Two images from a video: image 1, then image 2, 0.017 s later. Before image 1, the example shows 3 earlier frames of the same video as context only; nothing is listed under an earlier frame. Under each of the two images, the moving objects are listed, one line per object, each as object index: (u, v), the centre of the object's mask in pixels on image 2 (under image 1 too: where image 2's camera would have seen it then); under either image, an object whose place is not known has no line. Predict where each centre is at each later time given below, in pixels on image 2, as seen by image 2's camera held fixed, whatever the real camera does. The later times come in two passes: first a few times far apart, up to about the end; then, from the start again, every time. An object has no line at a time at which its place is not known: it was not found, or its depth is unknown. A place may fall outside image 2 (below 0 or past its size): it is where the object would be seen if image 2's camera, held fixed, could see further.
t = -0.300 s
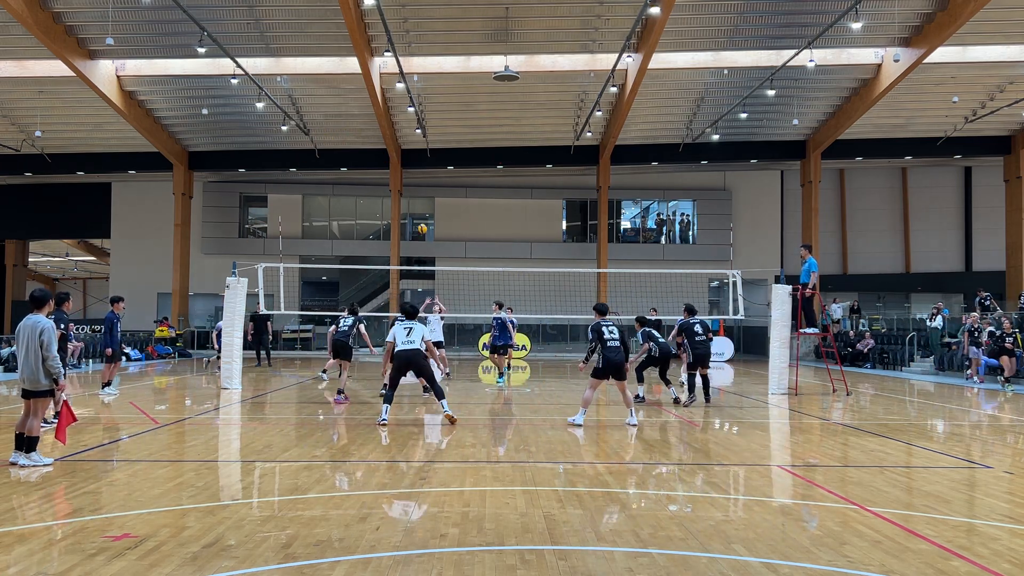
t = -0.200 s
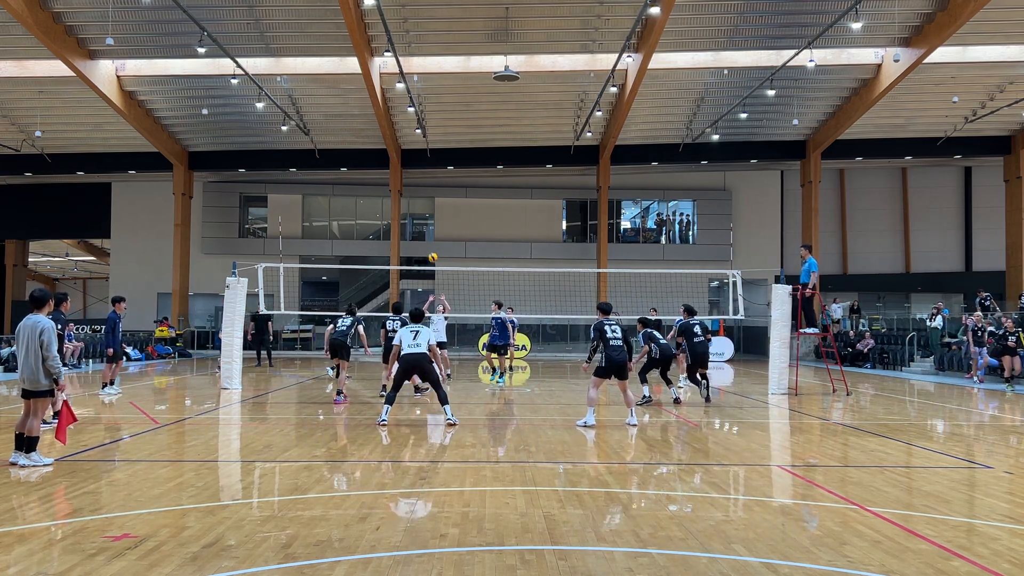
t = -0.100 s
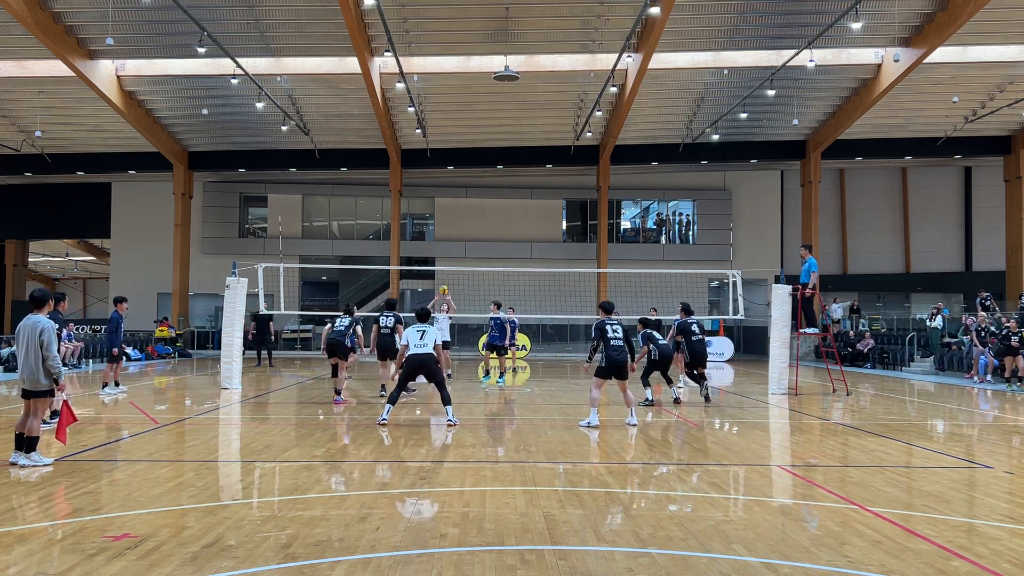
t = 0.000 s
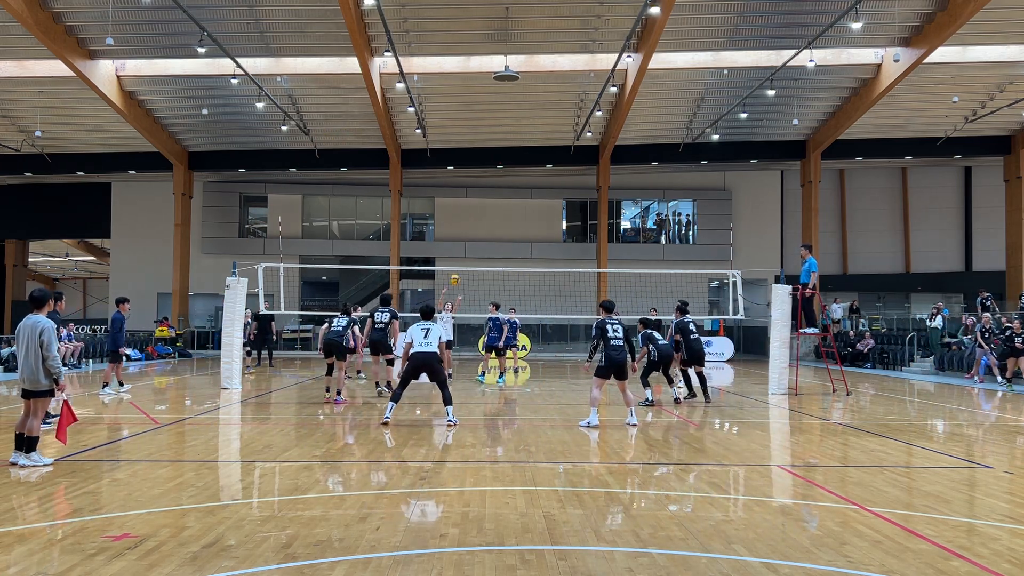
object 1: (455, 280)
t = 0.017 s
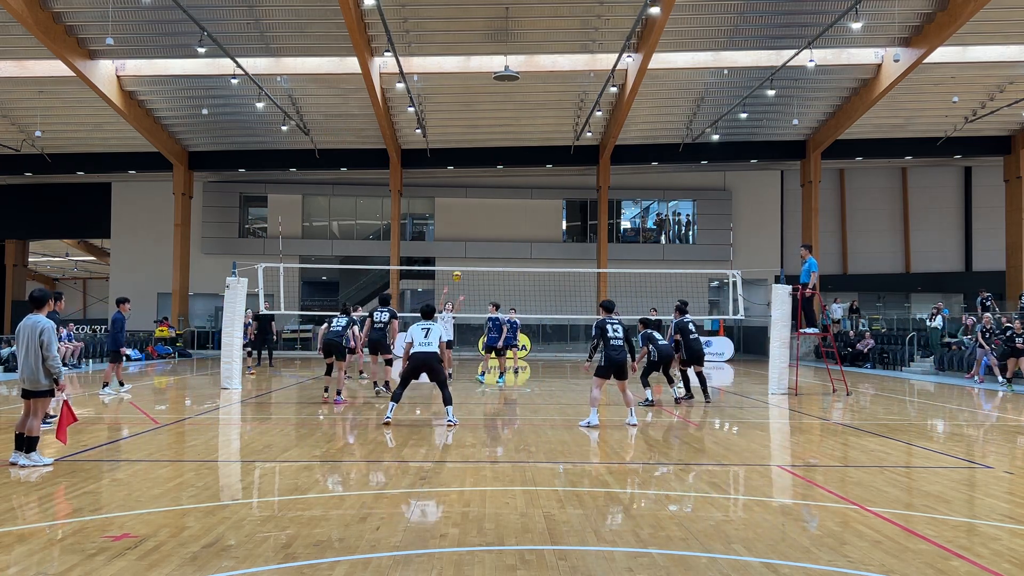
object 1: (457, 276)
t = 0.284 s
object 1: (492, 232)
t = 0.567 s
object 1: (532, 220)
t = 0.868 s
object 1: (578, 251)
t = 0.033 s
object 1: (459, 273)
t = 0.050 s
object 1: (461, 269)
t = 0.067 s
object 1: (463, 264)
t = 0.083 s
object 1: (465, 262)
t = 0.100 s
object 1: (467, 259)
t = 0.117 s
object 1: (470, 256)
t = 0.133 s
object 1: (472, 253)
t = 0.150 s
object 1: (474, 250)
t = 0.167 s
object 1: (476, 248)
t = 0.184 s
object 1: (478, 245)
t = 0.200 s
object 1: (481, 243)
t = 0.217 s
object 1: (483, 240)
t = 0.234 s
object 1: (485, 238)
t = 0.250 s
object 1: (487, 236)
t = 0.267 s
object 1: (489, 234)
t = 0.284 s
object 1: (492, 232)
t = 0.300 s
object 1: (494, 231)
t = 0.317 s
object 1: (496, 229)
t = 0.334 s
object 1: (498, 227)
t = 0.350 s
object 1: (501, 226)
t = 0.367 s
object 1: (503, 225)
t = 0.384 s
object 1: (506, 224)
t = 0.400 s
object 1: (508, 223)
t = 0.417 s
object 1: (510, 222)
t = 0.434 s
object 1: (512, 221)
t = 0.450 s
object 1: (515, 220)
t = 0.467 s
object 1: (517, 220)
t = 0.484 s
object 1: (519, 220)
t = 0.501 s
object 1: (522, 219)
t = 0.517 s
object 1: (524, 219)
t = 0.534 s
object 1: (527, 219)
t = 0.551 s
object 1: (529, 220)
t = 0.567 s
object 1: (532, 220)
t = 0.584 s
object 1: (534, 220)
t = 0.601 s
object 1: (537, 221)
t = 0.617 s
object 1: (539, 222)
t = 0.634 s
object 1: (542, 223)
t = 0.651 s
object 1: (544, 224)
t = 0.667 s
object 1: (546, 225)
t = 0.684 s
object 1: (549, 226)
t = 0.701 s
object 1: (552, 228)
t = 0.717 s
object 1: (555, 230)
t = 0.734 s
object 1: (557, 231)
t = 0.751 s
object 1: (560, 233)
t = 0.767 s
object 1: (562, 235)
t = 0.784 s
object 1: (565, 237)
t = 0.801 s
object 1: (567, 240)
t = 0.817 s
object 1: (570, 242)
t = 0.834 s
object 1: (573, 245)
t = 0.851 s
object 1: (576, 248)
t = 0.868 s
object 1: (578, 251)
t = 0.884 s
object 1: (581, 254)
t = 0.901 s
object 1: (584, 258)
